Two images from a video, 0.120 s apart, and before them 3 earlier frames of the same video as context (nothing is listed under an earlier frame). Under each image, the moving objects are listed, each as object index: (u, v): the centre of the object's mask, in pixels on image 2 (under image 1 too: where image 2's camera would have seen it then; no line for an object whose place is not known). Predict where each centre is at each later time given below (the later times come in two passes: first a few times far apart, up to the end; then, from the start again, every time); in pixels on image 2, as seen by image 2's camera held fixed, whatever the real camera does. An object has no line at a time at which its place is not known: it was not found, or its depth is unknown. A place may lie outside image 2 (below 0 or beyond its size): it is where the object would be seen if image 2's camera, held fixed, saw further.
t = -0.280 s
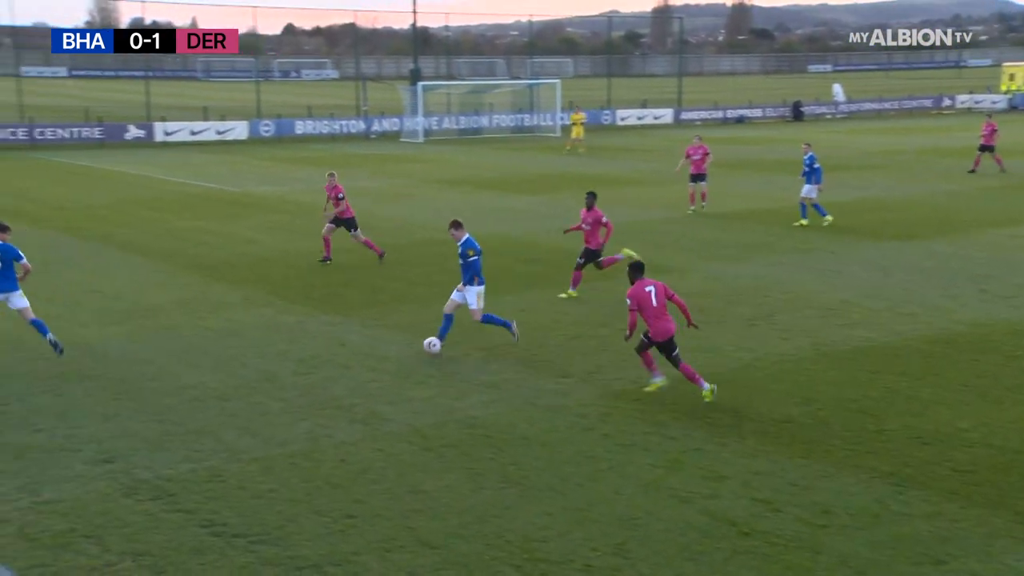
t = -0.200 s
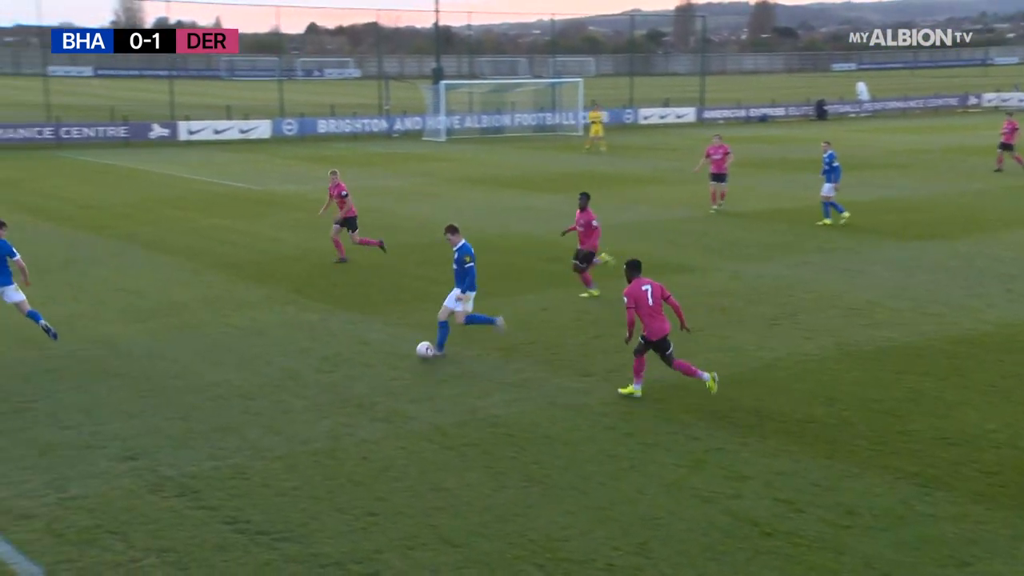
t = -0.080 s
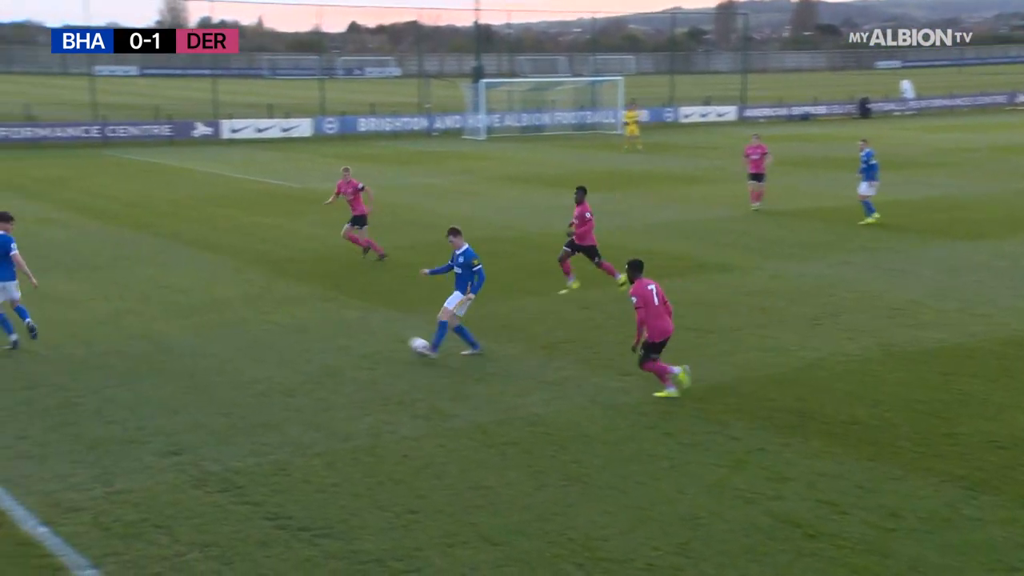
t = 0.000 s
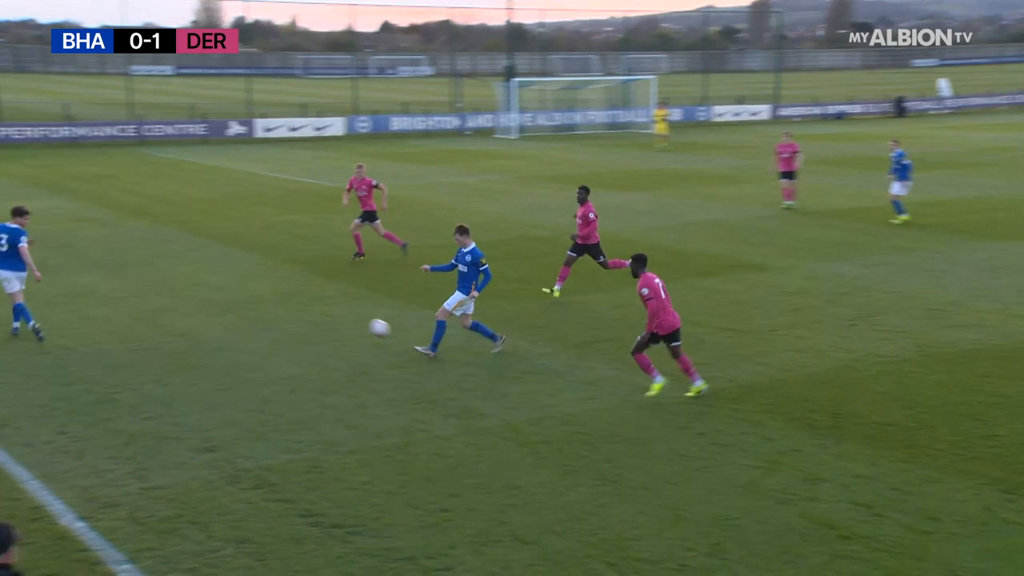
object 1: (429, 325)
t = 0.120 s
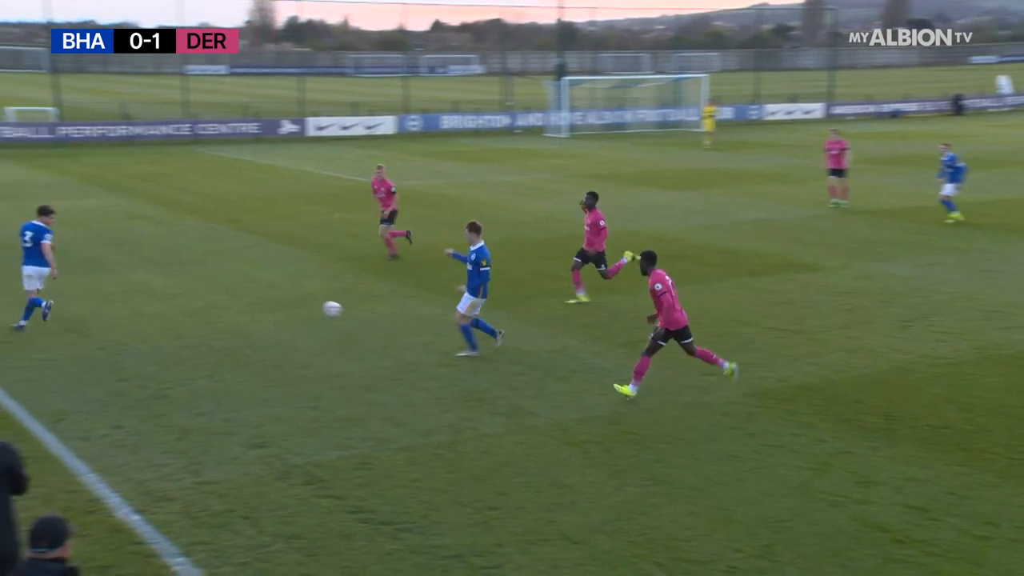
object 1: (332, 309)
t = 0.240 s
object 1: (245, 304)
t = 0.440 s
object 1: (123, 300)
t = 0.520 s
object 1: (81, 293)
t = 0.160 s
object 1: (302, 305)
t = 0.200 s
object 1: (273, 304)
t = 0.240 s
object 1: (245, 304)
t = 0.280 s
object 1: (218, 305)
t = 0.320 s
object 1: (192, 306)
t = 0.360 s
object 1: (167, 309)
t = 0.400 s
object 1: (144, 306)
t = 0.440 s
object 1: (123, 300)
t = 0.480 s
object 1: (101, 296)
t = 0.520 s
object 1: (81, 293)
